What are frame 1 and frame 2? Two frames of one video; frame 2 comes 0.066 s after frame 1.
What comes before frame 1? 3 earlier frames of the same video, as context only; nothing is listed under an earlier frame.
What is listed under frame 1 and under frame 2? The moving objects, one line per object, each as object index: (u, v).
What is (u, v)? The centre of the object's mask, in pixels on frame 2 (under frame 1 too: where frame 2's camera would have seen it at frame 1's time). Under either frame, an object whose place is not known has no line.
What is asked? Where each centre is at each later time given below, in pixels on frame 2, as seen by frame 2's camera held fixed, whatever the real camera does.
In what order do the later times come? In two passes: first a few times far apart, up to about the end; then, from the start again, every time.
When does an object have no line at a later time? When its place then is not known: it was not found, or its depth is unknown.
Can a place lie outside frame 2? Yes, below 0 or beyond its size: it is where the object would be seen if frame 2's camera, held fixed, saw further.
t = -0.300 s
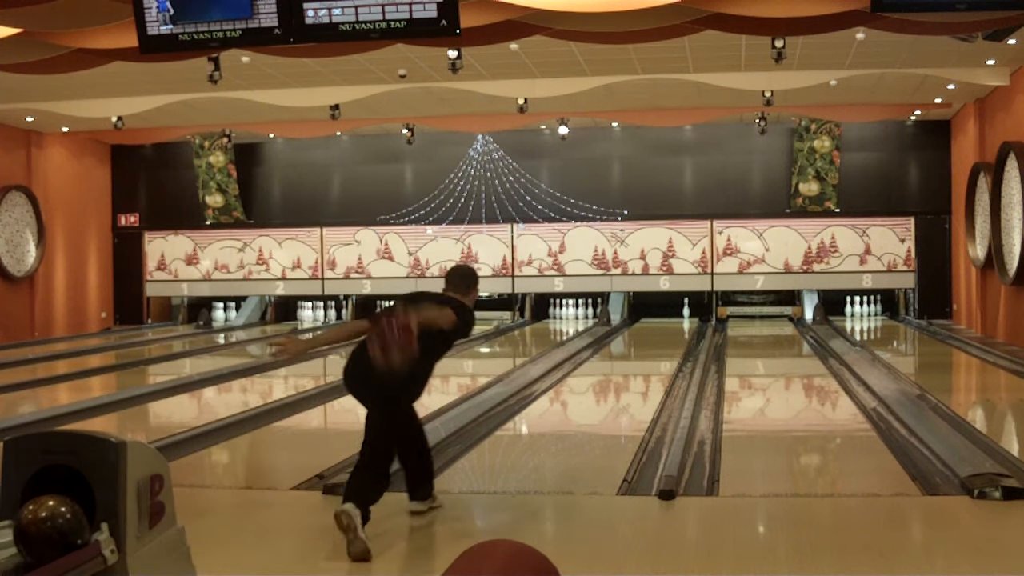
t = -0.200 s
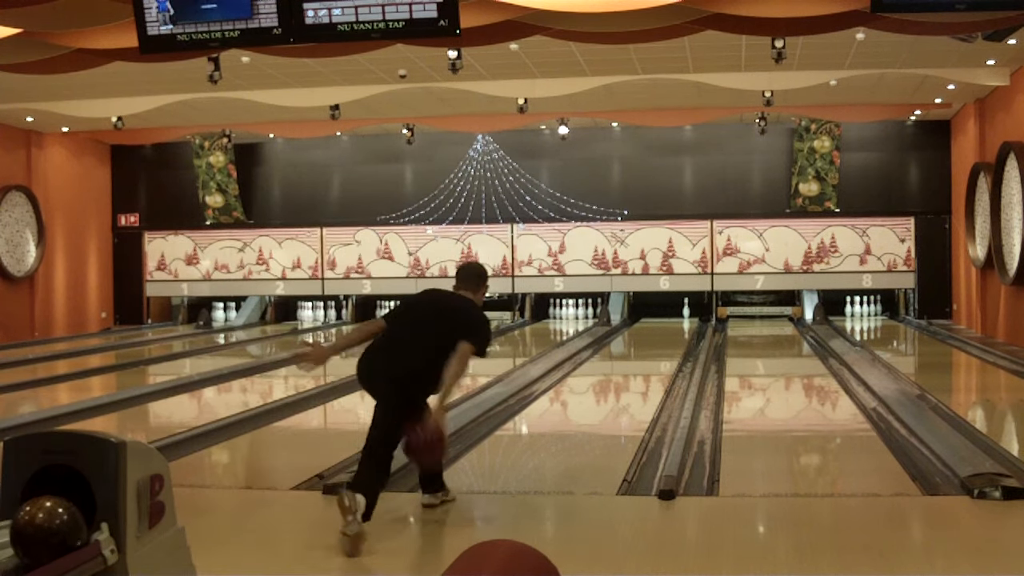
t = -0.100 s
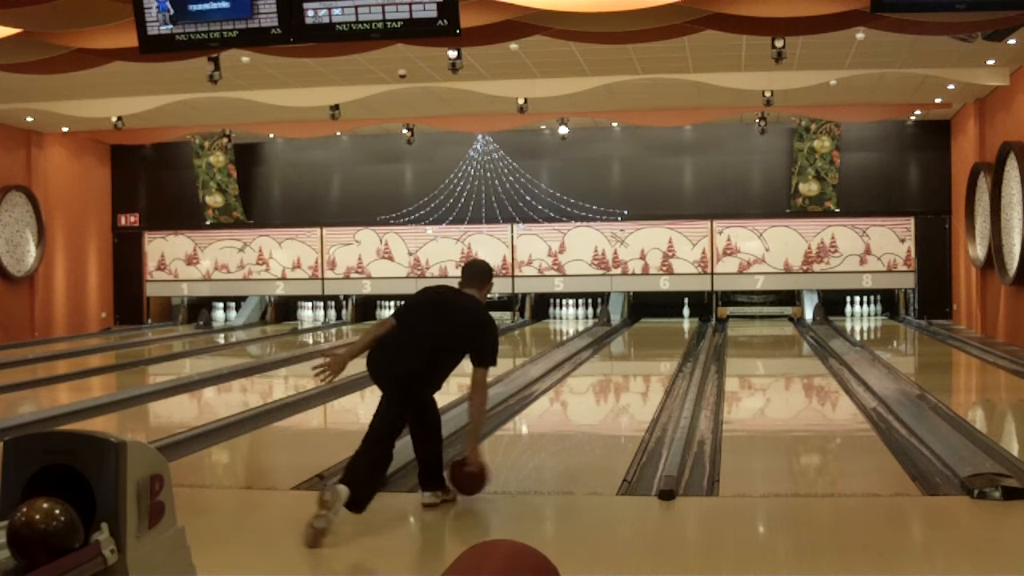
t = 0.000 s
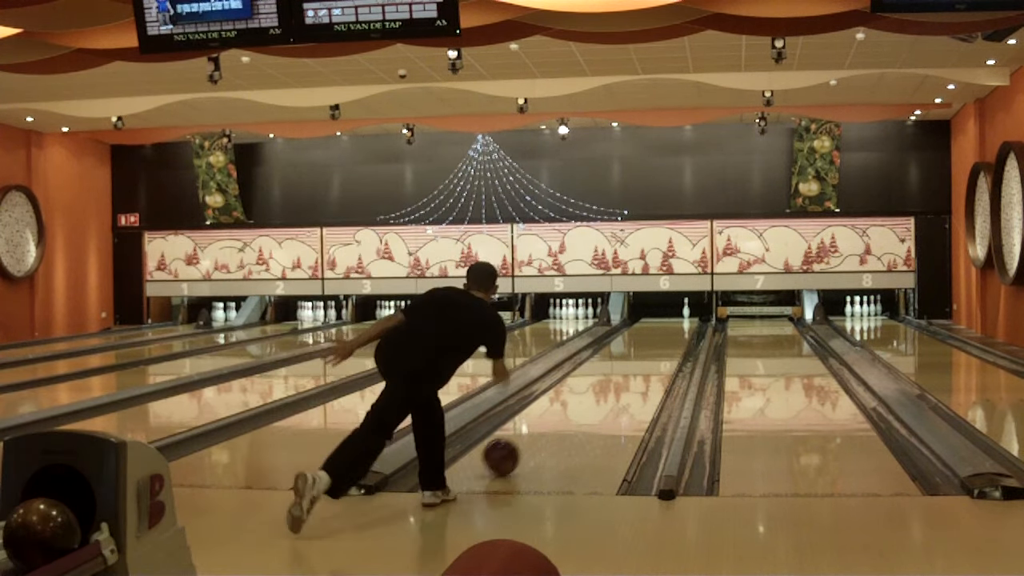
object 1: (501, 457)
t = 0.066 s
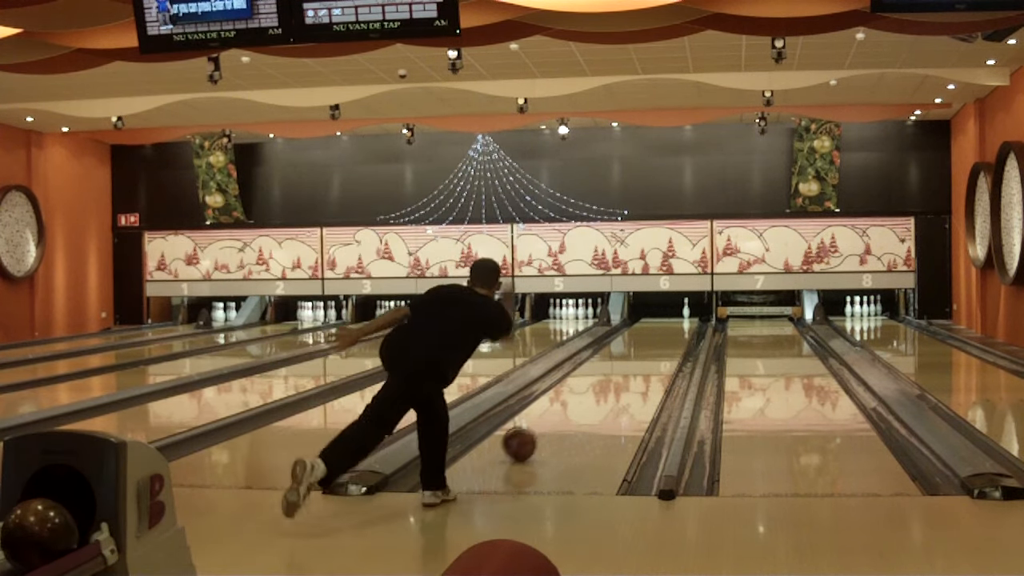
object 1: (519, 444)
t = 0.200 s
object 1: (550, 421)
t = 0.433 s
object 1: (589, 393)
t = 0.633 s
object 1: (614, 375)
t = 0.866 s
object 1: (635, 359)
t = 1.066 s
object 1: (649, 349)
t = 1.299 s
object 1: (662, 338)
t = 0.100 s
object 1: (528, 437)
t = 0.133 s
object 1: (536, 432)
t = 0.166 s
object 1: (543, 426)
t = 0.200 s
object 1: (550, 421)
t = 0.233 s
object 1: (557, 417)
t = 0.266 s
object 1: (563, 412)
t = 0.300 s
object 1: (569, 408)
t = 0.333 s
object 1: (574, 404)
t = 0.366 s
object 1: (579, 400)
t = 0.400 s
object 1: (585, 396)
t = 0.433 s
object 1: (589, 393)
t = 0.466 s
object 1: (594, 389)
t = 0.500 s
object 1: (598, 386)
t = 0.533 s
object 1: (602, 383)
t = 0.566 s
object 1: (606, 380)
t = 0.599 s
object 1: (610, 378)
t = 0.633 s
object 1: (614, 375)
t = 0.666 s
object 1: (617, 372)
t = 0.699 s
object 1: (620, 370)
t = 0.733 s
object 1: (624, 368)
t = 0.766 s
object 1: (626, 366)
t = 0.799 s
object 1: (629, 363)
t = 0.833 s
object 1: (632, 361)
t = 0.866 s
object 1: (635, 359)
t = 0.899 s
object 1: (637, 357)
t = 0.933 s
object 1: (640, 355)
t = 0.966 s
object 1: (642, 353)
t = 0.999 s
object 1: (644, 352)
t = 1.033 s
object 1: (647, 350)
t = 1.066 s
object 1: (649, 349)
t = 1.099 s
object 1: (651, 347)
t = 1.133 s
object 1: (653, 346)
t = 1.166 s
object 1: (655, 344)
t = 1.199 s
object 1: (657, 342)
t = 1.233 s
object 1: (658, 341)
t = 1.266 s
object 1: (660, 340)
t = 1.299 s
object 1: (662, 338)
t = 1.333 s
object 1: (663, 337)
